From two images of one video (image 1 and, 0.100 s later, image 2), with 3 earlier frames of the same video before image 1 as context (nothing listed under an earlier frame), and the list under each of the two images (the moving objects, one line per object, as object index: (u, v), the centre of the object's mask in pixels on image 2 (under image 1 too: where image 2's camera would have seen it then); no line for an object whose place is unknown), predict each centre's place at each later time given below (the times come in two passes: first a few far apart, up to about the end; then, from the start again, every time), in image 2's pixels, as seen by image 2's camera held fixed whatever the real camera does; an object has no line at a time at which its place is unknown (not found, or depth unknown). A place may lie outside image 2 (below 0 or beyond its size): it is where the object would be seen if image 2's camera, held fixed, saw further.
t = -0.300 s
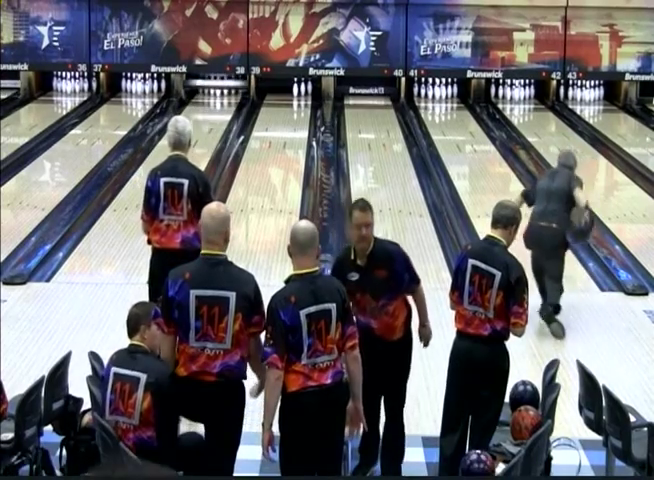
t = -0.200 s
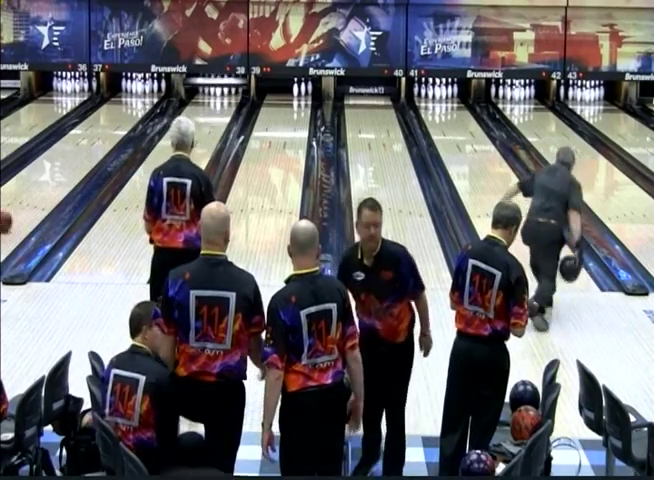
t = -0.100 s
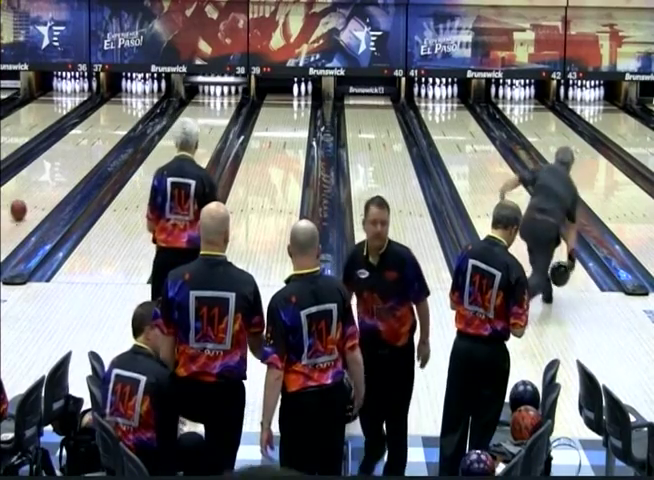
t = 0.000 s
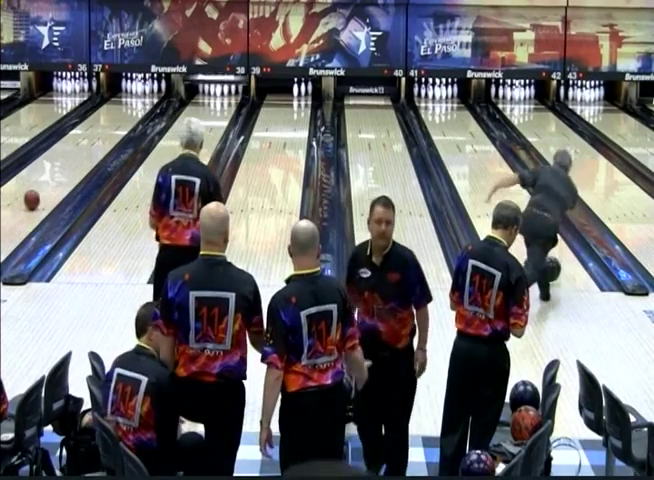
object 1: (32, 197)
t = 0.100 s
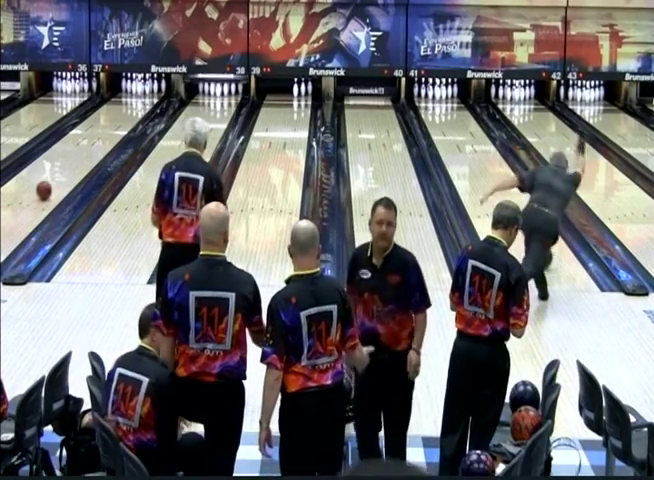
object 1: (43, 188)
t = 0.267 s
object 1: (62, 173)
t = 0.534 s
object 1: (87, 153)
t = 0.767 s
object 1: (105, 138)
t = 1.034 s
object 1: (123, 124)
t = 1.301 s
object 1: (137, 112)
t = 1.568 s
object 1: (147, 102)
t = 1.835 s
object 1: (154, 93)
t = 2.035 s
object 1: (156, 88)
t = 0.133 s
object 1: (47, 184)
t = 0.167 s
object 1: (51, 182)
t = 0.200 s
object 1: (55, 179)
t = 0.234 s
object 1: (58, 176)
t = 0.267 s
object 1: (62, 173)
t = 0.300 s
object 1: (65, 171)
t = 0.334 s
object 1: (69, 167)
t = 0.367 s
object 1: (71, 165)
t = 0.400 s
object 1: (75, 163)
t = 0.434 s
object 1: (78, 160)
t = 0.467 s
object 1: (81, 158)
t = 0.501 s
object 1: (84, 155)
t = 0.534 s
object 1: (87, 153)
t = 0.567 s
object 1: (90, 151)
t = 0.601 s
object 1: (93, 149)
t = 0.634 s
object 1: (95, 147)
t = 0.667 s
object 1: (98, 144)
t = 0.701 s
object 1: (101, 142)
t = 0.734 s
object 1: (103, 140)
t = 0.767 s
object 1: (105, 138)
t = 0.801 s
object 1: (108, 137)
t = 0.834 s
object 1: (110, 134)
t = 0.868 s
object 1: (113, 133)
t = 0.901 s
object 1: (115, 131)
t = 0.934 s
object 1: (117, 129)
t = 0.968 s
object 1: (119, 127)
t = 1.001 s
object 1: (121, 125)
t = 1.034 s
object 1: (123, 124)
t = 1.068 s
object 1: (125, 122)
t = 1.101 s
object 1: (127, 121)
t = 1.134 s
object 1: (129, 119)
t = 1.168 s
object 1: (130, 117)
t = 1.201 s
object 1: (132, 116)
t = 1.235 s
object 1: (134, 115)
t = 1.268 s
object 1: (135, 113)
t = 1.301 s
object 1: (137, 112)
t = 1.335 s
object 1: (138, 111)
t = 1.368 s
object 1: (140, 109)
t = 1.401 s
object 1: (141, 108)
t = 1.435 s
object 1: (143, 107)
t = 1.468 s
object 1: (144, 106)
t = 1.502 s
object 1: (145, 104)
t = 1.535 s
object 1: (146, 104)
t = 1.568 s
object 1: (147, 102)
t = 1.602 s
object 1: (149, 101)
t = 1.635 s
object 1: (149, 100)
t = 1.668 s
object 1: (151, 98)
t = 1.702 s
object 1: (151, 97)
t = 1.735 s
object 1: (152, 96)
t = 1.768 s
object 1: (153, 94)
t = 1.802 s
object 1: (154, 94)
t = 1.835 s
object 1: (154, 93)
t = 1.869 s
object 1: (155, 91)
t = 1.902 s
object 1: (155, 91)
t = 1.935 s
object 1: (156, 91)
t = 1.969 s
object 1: (156, 91)
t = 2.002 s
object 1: (156, 90)
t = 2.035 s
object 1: (156, 88)
